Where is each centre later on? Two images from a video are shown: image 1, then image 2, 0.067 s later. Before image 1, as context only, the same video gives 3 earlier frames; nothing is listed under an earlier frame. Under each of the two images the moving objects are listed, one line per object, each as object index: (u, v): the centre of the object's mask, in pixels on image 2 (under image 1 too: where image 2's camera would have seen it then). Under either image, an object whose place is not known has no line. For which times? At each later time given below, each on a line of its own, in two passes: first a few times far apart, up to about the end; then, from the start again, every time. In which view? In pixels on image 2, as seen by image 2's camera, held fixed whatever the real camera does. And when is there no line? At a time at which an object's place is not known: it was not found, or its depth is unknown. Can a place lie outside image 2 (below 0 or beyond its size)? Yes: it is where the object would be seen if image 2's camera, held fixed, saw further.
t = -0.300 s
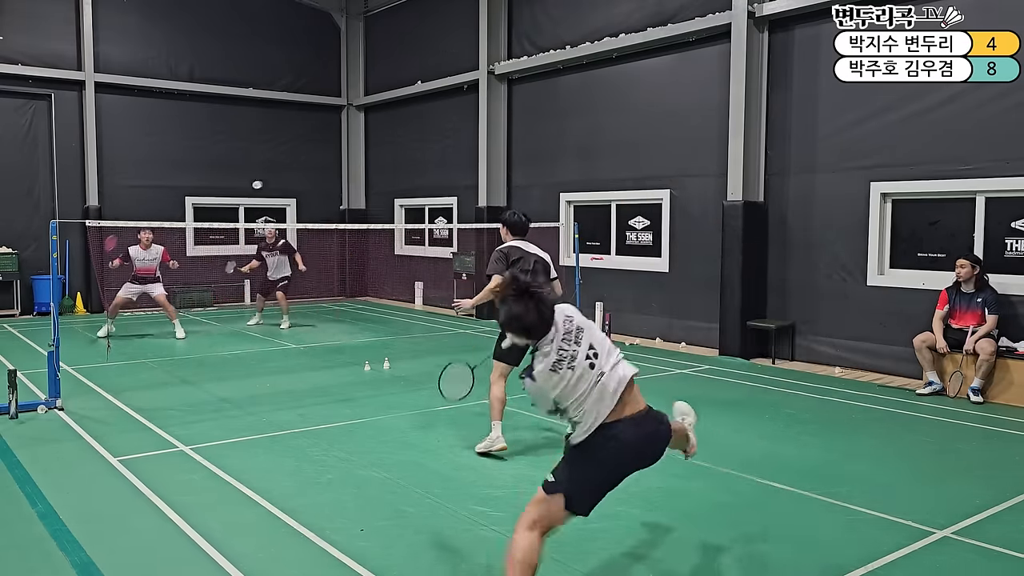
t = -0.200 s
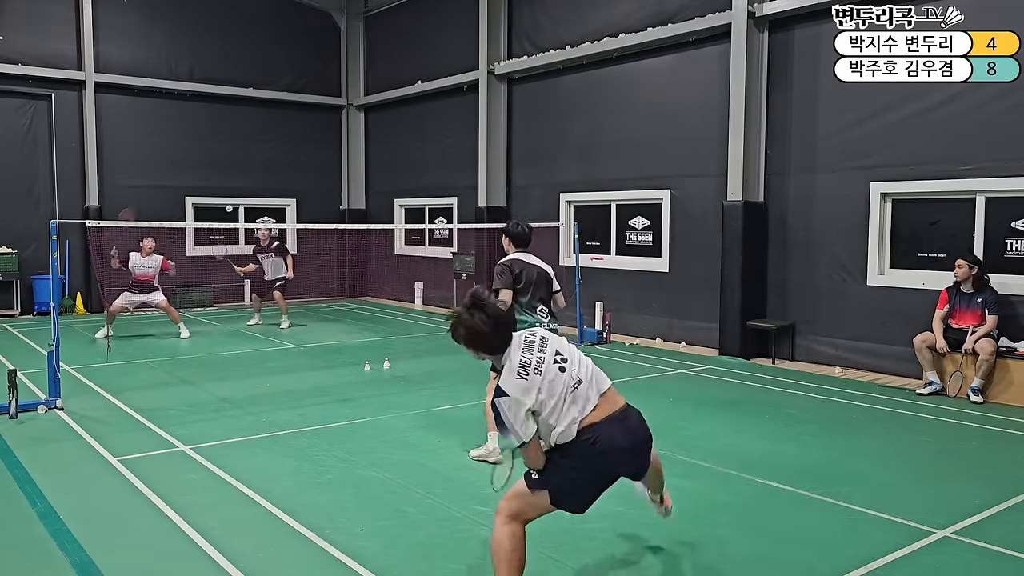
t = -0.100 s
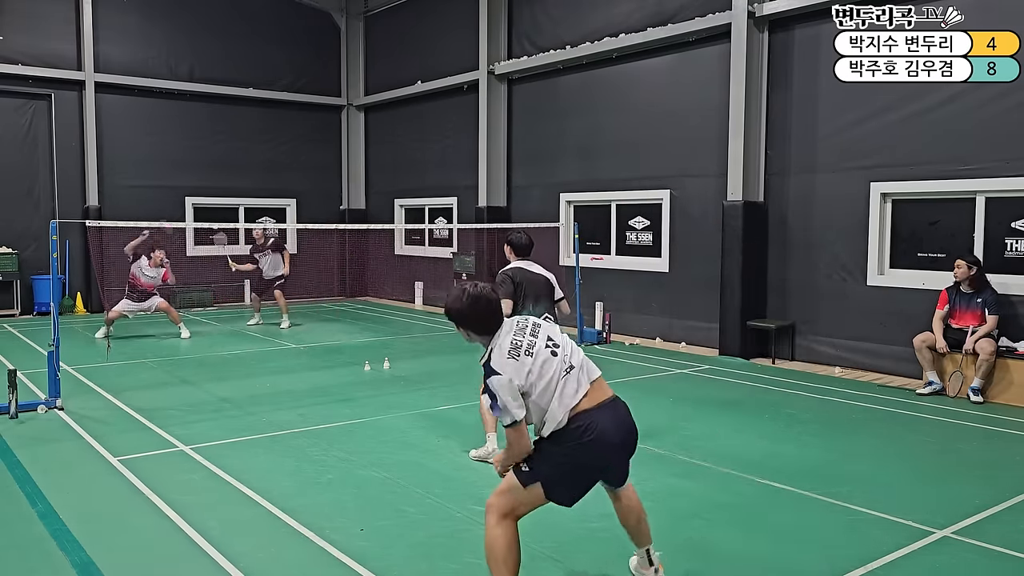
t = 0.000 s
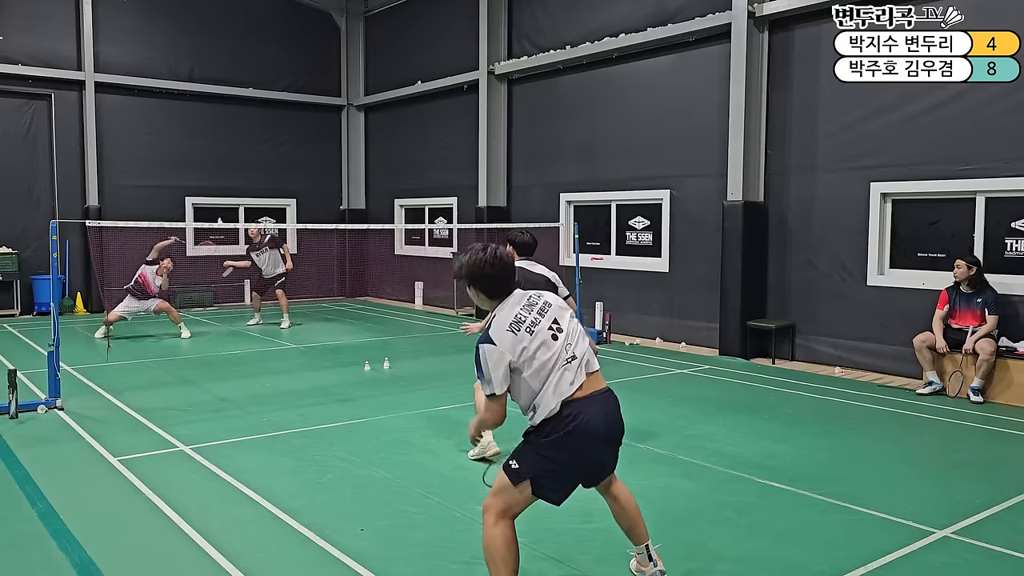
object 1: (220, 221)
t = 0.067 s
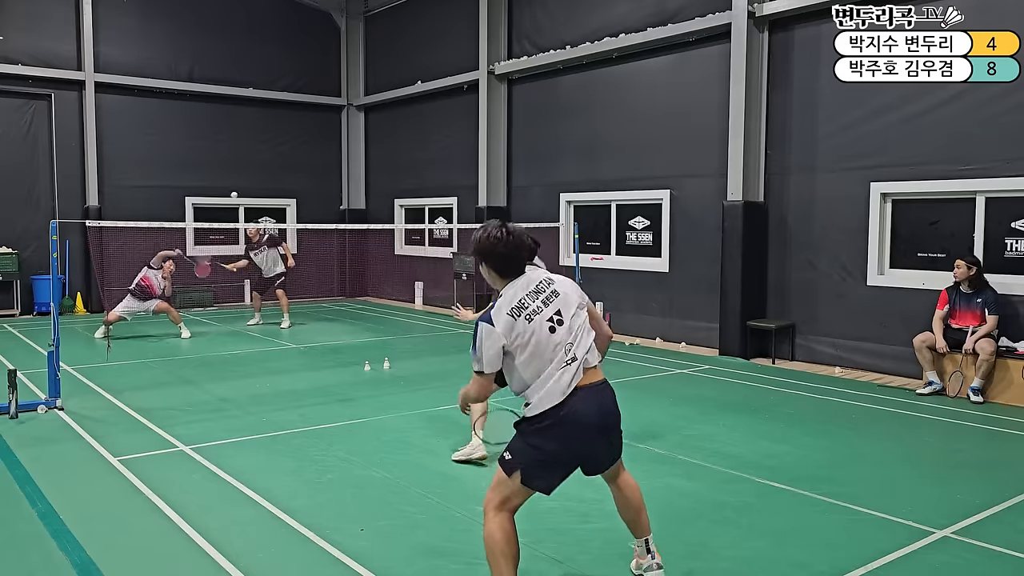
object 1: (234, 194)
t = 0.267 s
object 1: (276, 154)
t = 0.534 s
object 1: (328, 165)
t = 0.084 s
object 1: (237, 191)
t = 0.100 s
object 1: (241, 187)
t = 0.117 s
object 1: (245, 182)
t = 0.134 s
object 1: (249, 177)
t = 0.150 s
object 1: (252, 173)
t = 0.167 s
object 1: (255, 169)
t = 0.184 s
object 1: (258, 166)
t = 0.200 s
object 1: (262, 162)
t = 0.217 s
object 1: (265, 160)
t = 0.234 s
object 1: (268, 158)
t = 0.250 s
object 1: (272, 156)
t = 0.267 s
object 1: (276, 154)
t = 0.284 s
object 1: (279, 152)
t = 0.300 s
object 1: (283, 151)
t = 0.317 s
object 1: (286, 150)
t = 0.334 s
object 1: (290, 148)
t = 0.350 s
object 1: (293, 148)
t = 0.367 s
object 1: (296, 147)
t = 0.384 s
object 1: (299, 147)
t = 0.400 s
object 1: (302, 148)
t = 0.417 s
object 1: (306, 148)
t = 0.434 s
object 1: (309, 150)
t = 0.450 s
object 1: (312, 151)
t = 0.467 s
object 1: (315, 153)
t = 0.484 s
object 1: (318, 156)
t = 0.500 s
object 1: (321, 158)
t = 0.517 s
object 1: (325, 161)
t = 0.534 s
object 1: (328, 165)
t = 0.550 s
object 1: (331, 168)
